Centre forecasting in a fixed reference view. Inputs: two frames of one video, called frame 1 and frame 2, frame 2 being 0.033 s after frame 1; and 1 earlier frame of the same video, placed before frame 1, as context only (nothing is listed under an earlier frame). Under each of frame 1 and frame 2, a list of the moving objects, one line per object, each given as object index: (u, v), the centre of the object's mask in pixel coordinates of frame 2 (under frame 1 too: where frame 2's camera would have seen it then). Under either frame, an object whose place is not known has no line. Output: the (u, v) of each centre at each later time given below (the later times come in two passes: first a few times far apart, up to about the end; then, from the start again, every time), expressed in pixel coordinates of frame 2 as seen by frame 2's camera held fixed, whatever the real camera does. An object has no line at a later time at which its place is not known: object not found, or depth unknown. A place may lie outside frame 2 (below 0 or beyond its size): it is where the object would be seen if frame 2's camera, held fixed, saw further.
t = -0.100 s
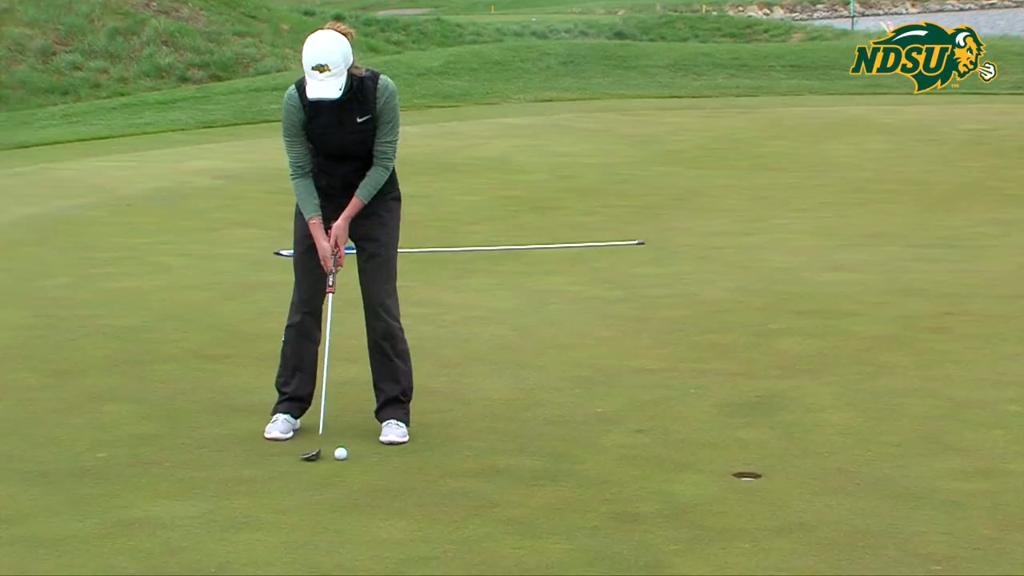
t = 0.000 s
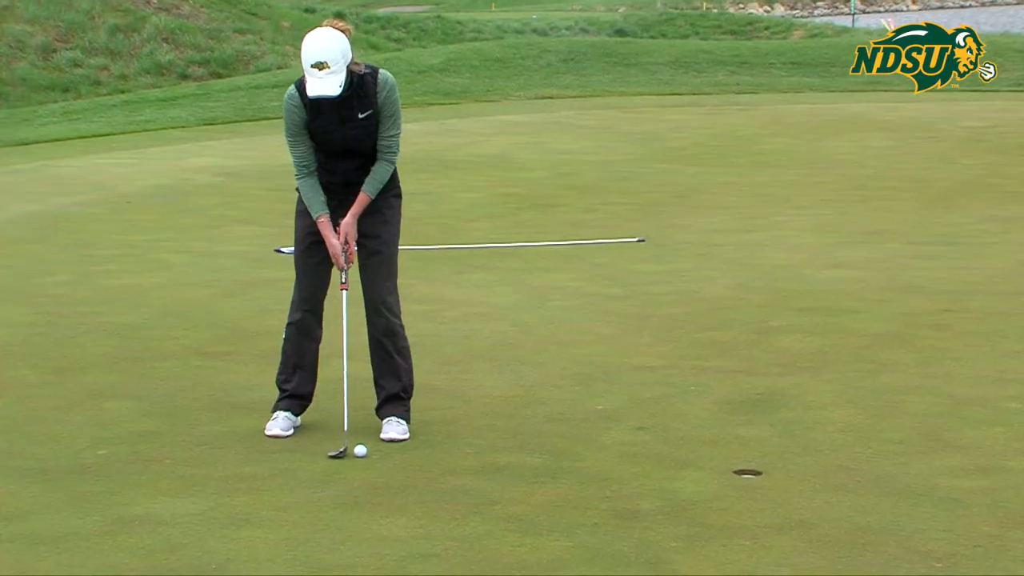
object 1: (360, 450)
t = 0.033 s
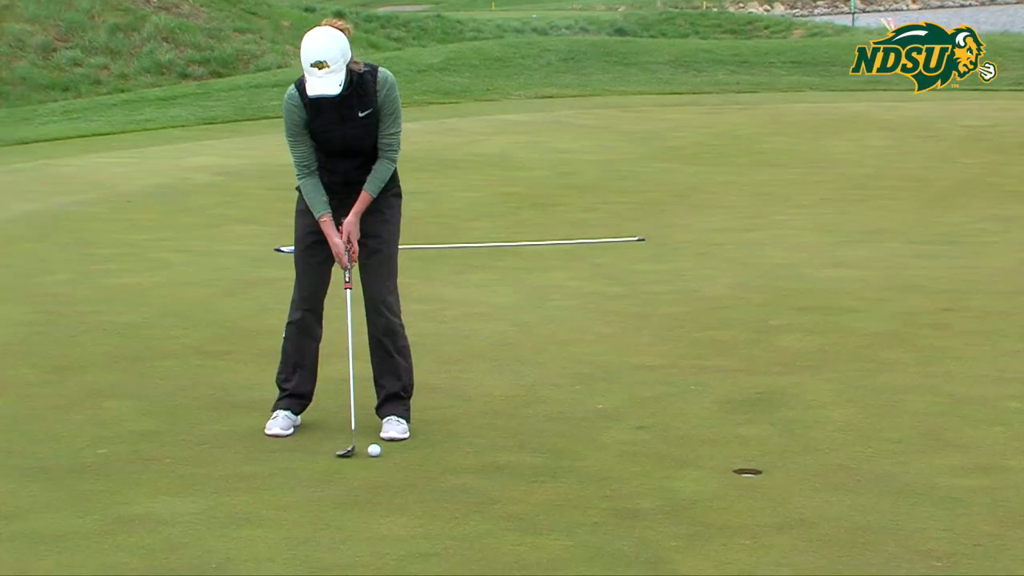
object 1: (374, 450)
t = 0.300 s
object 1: (460, 453)
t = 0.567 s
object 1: (537, 456)
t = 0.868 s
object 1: (619, 460)
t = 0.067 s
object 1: (387, 451)
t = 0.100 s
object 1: (398, 451)
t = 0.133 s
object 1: (408, 451)
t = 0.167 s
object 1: (419, 451)
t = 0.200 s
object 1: (429, 452)
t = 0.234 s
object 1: (439, 452)
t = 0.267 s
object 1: (449, 453)
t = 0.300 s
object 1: (460, 453)
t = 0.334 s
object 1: (469, 453)
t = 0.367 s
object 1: (479, 454)
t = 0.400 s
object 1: (489, 454)
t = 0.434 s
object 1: (499, 454)
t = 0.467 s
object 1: (509, 455)
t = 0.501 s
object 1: (519, 455)
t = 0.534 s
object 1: (528, 456)
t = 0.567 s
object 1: (537, 456)
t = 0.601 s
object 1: (547, 456)
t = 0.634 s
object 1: (556, 457)
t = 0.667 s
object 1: (566, 457)
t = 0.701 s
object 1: (575, 458)
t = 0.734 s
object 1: (584, 458)
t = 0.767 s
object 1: (593, 458)
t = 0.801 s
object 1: (602, 458)
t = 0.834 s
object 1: (610, 459)
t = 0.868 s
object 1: (619, 460)
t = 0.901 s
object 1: (628, 460)
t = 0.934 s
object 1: (637, 460)
